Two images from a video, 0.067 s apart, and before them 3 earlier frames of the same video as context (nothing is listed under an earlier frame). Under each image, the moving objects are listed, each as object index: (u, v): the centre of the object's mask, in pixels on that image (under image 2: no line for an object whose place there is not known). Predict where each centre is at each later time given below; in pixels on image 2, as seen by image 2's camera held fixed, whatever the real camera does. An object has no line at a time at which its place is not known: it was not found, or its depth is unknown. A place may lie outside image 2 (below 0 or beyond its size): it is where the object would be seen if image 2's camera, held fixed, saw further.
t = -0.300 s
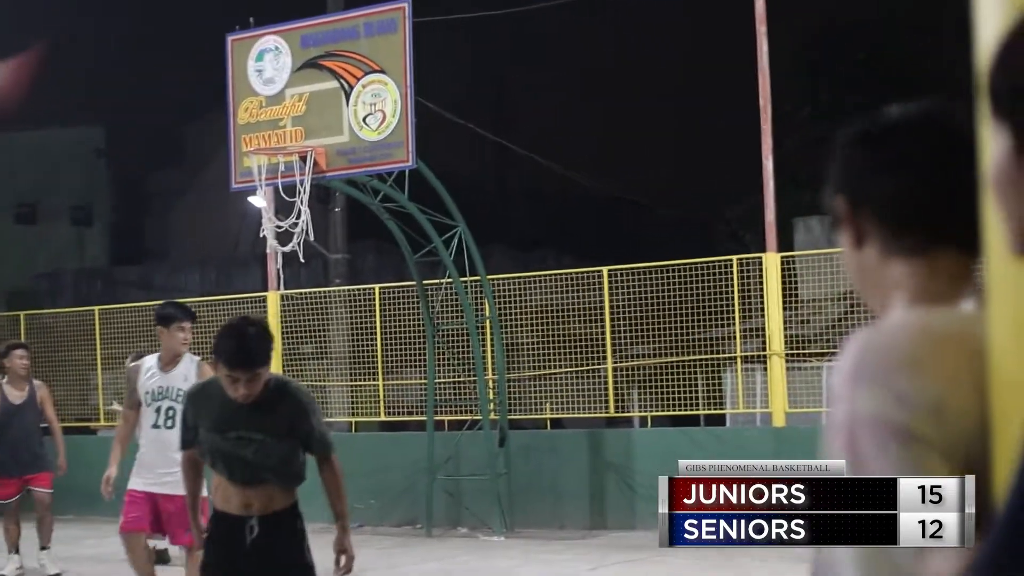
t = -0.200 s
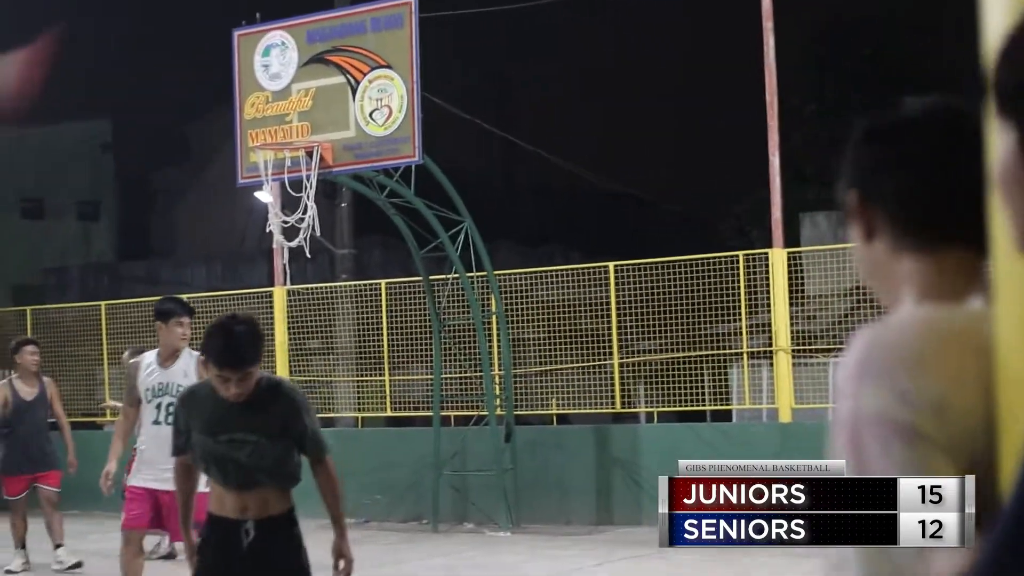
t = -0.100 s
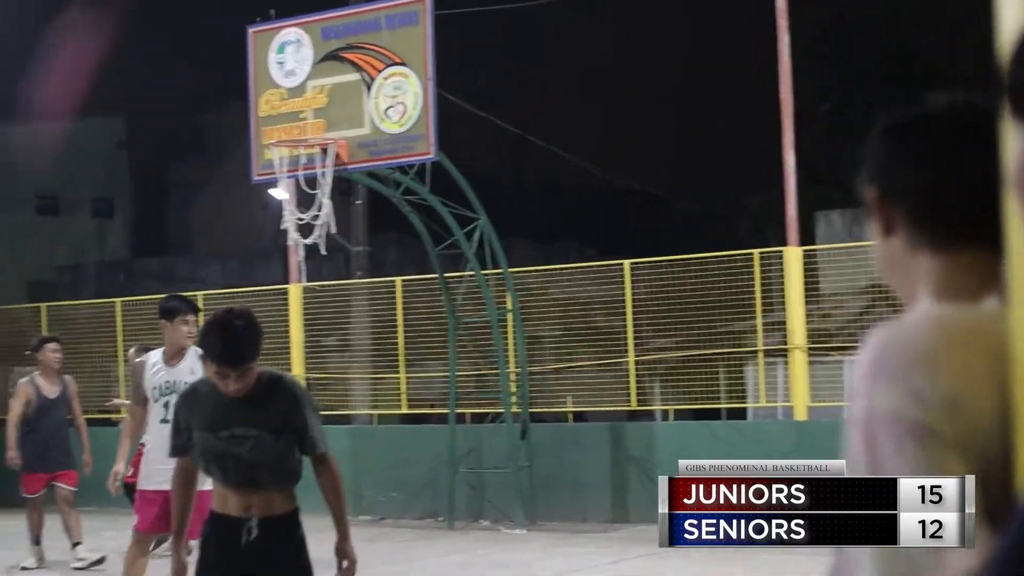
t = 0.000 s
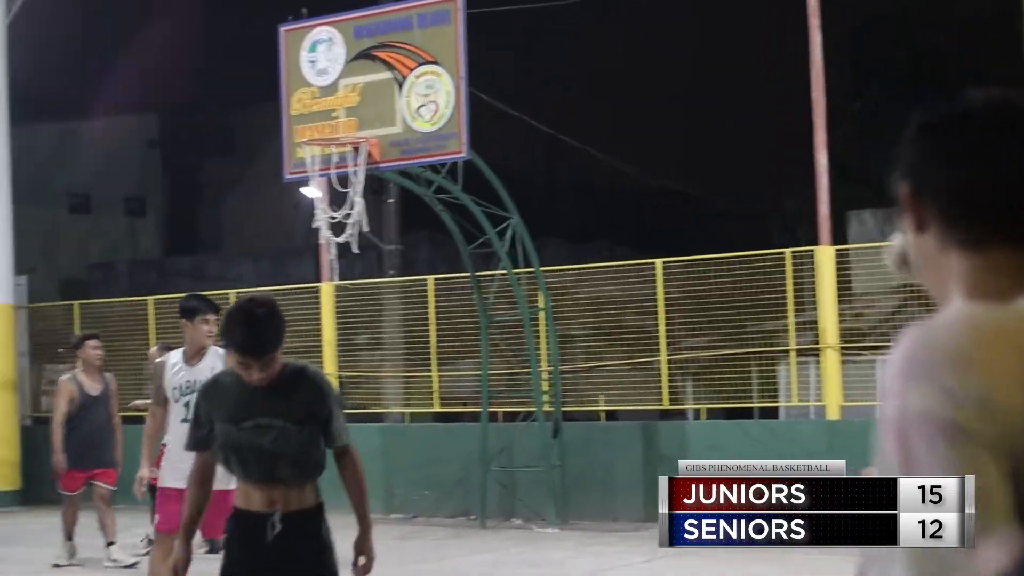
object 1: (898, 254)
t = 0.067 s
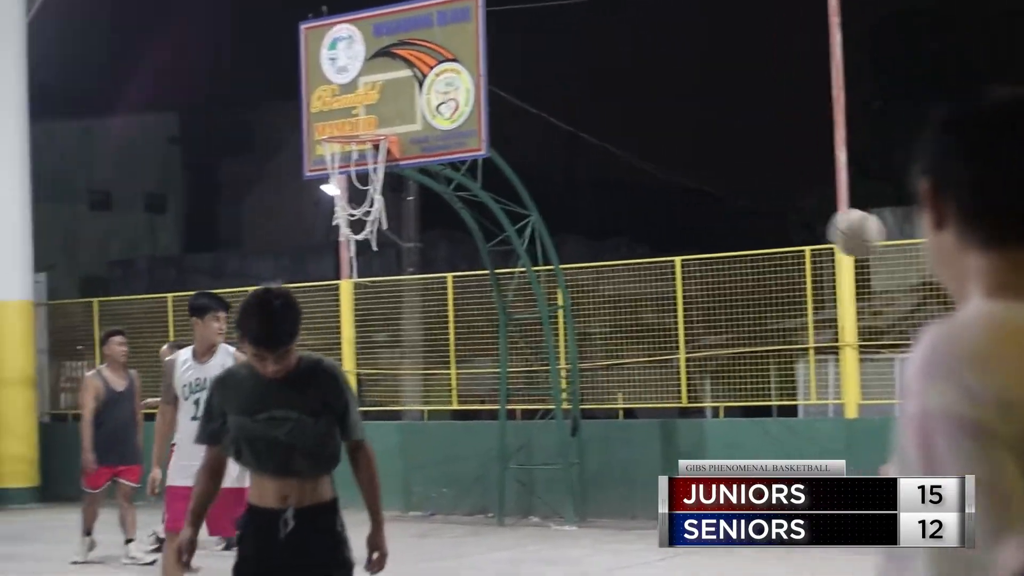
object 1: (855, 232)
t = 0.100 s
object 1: (819, 225)
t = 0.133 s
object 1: (786, 224)
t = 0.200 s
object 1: (715, 221)
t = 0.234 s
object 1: (675, 221)
